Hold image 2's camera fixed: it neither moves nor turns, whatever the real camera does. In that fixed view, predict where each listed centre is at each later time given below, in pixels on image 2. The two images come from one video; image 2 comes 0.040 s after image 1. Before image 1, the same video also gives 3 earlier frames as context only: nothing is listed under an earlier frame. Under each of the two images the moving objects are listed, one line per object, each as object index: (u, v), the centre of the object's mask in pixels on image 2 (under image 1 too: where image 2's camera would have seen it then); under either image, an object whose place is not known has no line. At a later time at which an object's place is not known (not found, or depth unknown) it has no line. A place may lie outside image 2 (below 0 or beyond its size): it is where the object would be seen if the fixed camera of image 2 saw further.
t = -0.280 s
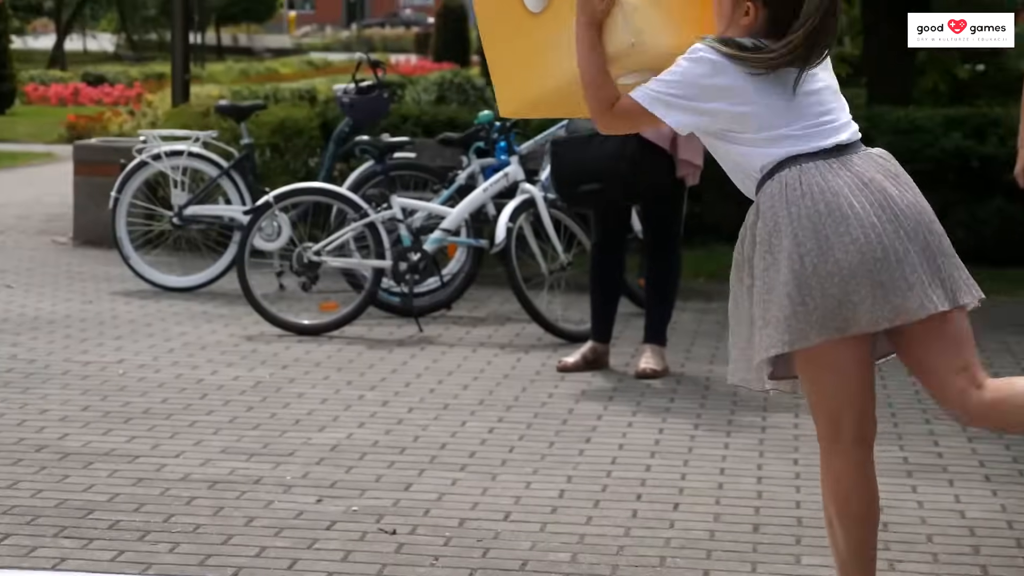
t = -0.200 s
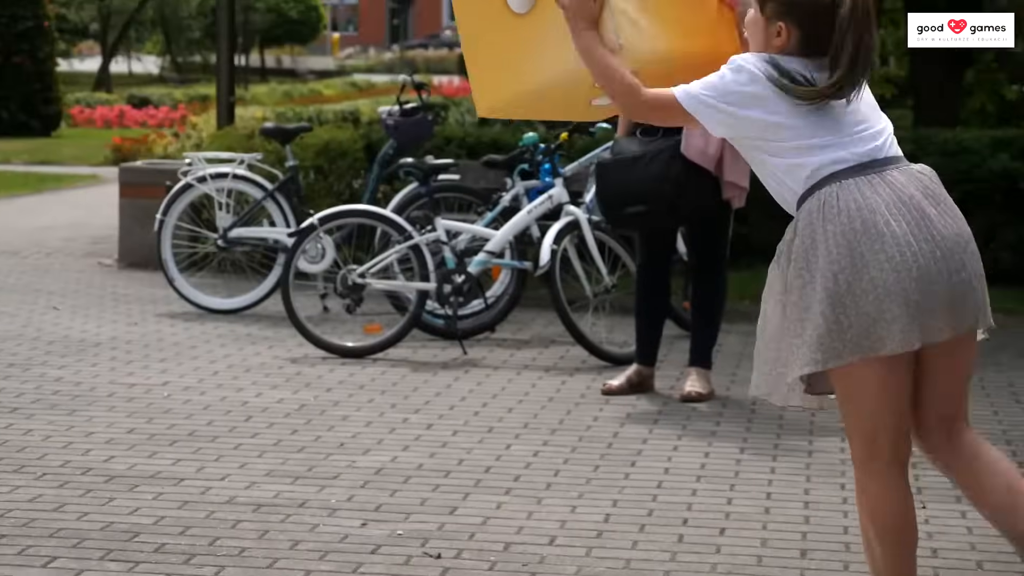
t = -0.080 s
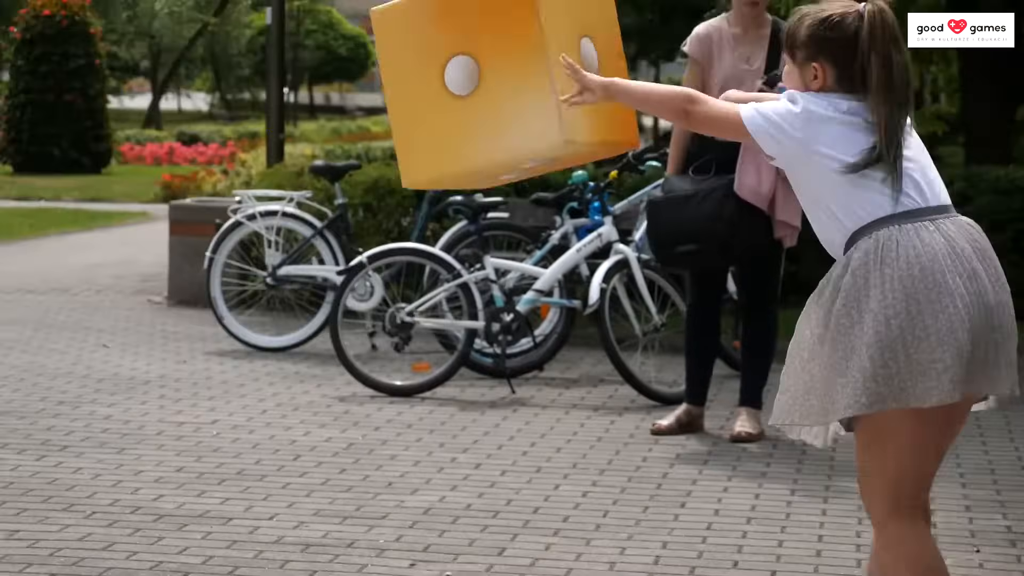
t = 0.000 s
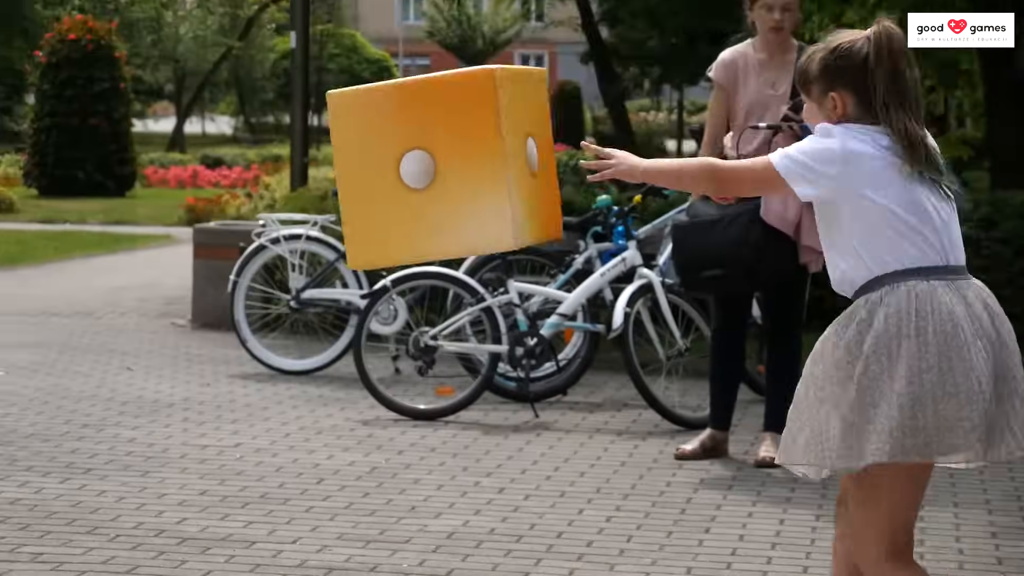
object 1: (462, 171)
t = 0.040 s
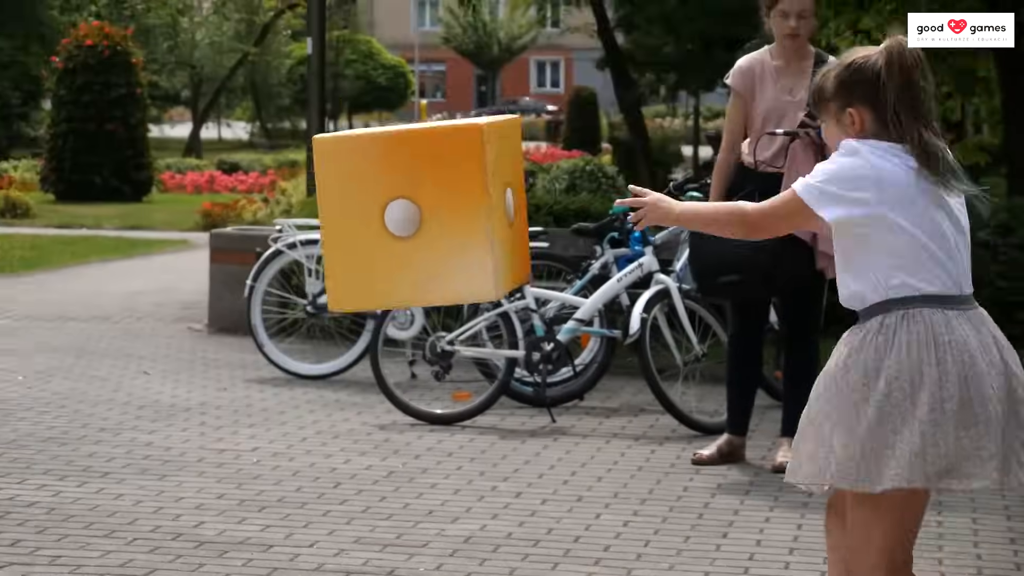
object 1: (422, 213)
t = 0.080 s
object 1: (381, 261)
